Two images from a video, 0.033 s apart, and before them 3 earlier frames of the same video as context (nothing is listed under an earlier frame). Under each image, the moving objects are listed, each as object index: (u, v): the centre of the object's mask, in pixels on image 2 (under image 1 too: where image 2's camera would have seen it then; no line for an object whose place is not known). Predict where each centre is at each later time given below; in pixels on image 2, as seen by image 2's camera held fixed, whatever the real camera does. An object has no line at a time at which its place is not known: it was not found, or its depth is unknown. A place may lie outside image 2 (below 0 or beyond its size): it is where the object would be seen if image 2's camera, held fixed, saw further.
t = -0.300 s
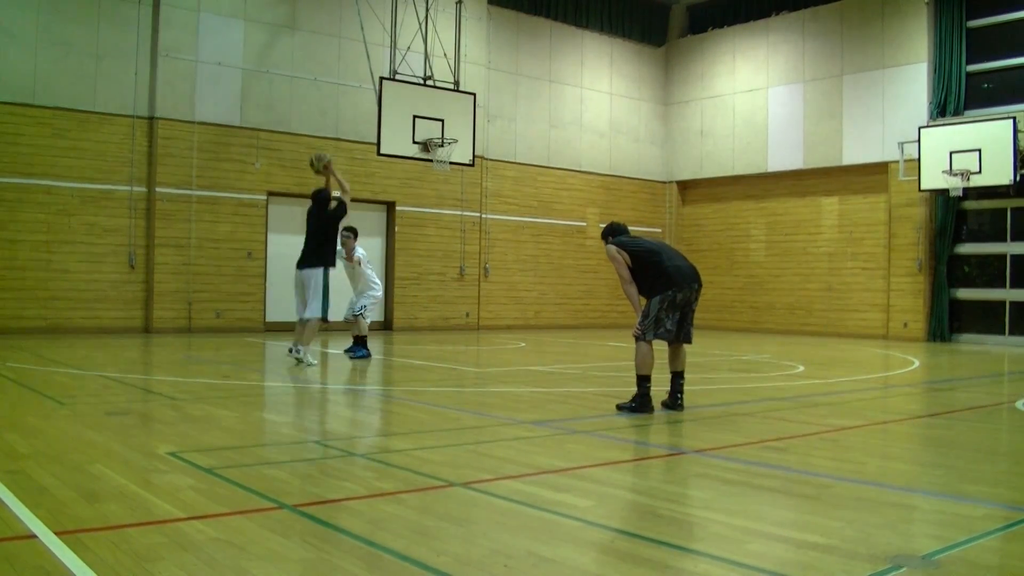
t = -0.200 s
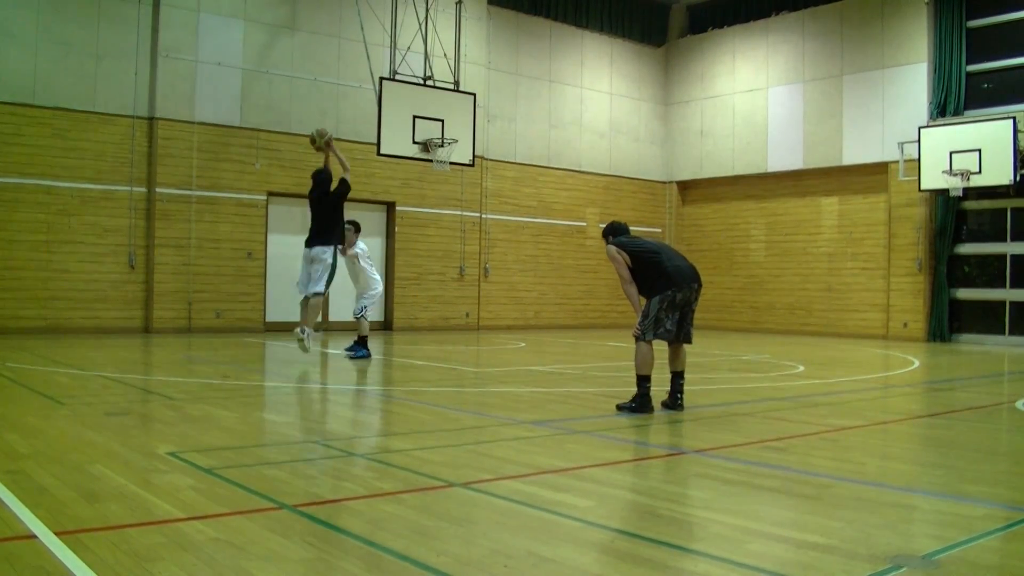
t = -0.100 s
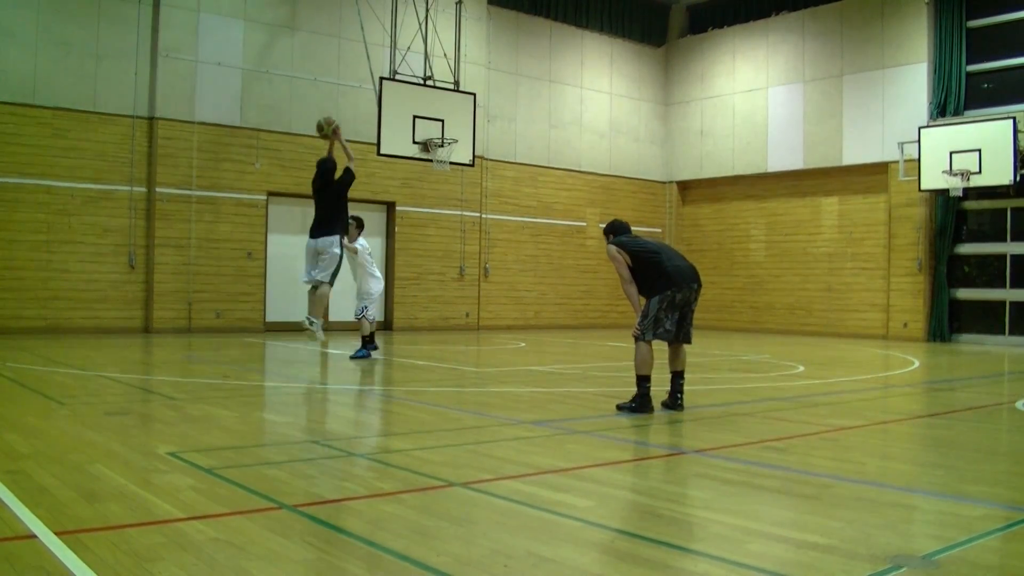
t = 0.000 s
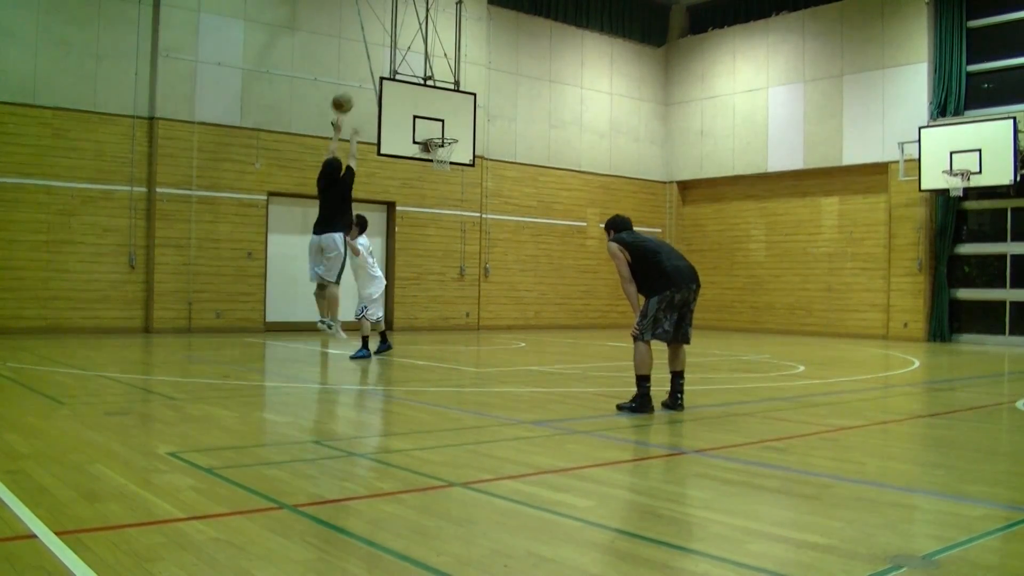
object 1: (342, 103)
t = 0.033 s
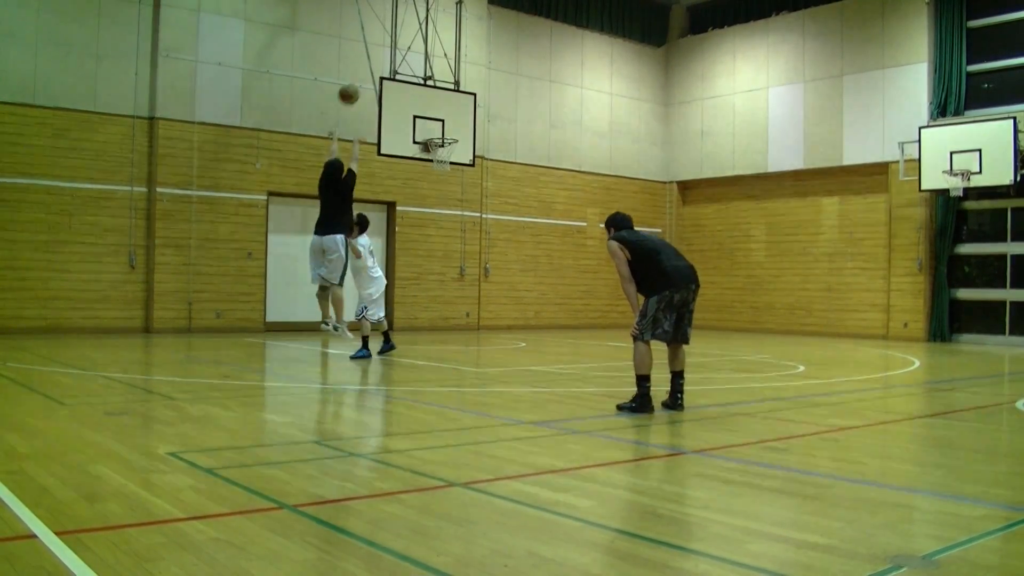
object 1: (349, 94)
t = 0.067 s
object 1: (355, 86)
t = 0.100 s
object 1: (361, 79)
